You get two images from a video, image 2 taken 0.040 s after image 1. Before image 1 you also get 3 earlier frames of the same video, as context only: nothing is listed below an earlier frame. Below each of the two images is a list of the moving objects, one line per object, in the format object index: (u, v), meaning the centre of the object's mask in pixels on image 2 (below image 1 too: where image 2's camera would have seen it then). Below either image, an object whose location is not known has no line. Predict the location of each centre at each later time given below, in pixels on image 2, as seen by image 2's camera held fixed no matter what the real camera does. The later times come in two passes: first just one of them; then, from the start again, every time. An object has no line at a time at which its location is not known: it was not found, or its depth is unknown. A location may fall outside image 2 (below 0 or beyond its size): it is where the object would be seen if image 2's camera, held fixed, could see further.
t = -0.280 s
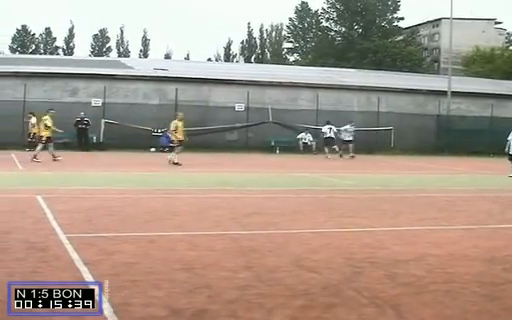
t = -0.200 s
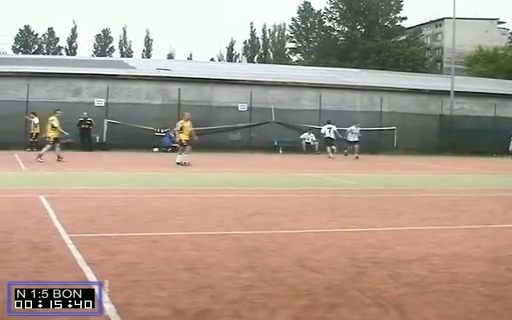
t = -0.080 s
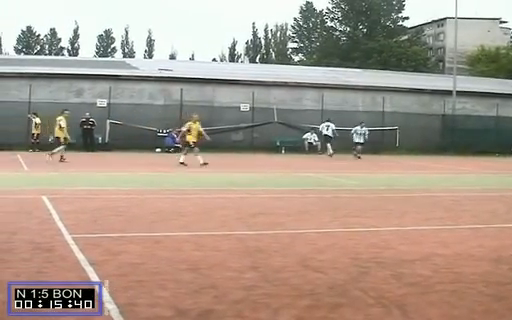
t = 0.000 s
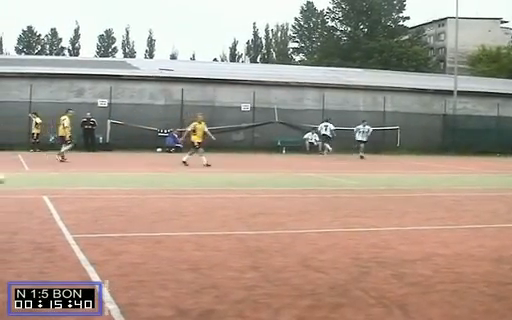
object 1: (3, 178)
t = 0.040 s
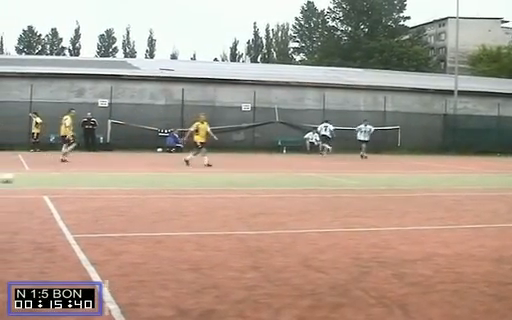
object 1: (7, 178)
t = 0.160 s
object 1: (30, 178)
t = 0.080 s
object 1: (15, 178)
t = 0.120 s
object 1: (22, 178)
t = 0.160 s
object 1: (30, 178)
